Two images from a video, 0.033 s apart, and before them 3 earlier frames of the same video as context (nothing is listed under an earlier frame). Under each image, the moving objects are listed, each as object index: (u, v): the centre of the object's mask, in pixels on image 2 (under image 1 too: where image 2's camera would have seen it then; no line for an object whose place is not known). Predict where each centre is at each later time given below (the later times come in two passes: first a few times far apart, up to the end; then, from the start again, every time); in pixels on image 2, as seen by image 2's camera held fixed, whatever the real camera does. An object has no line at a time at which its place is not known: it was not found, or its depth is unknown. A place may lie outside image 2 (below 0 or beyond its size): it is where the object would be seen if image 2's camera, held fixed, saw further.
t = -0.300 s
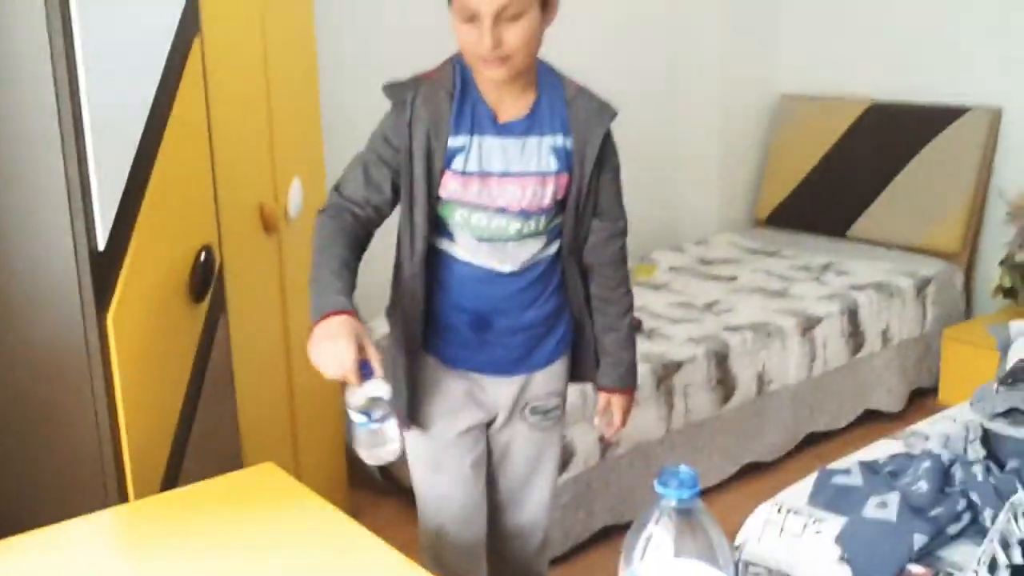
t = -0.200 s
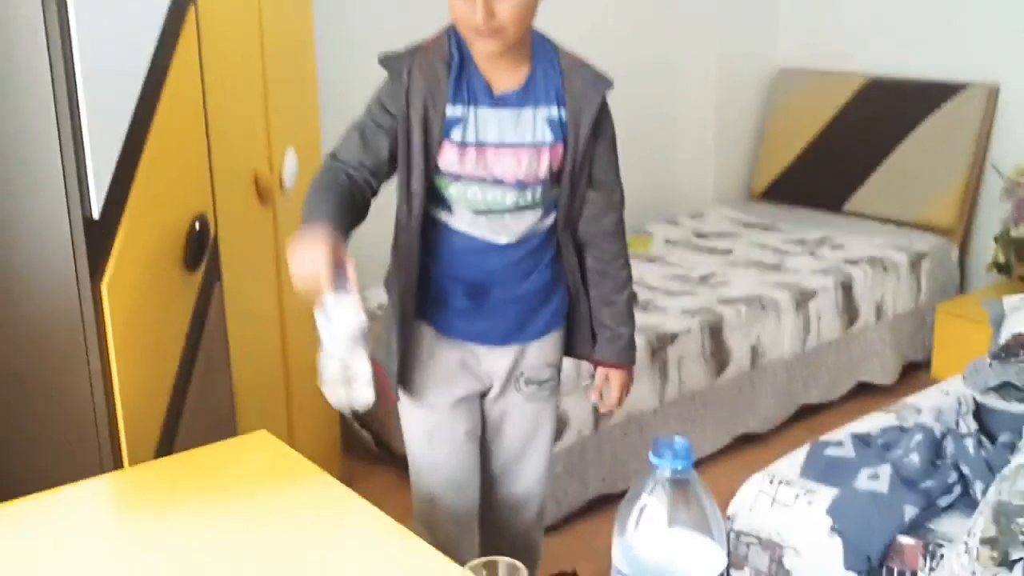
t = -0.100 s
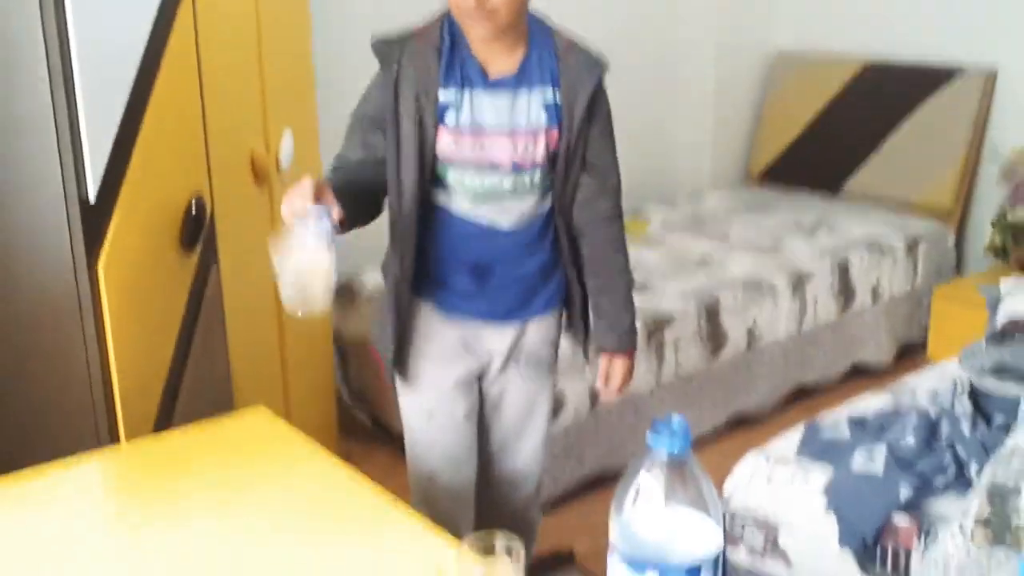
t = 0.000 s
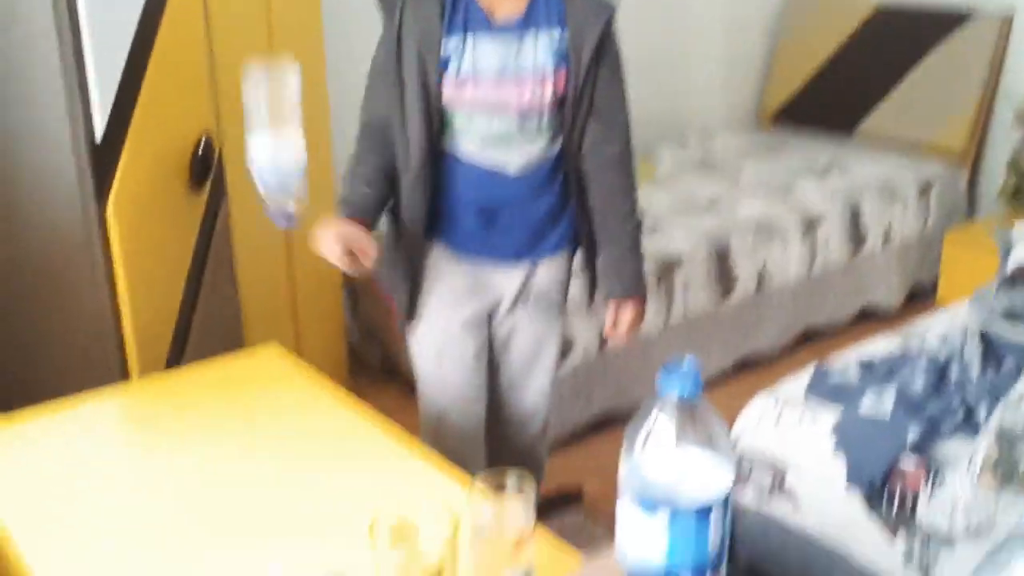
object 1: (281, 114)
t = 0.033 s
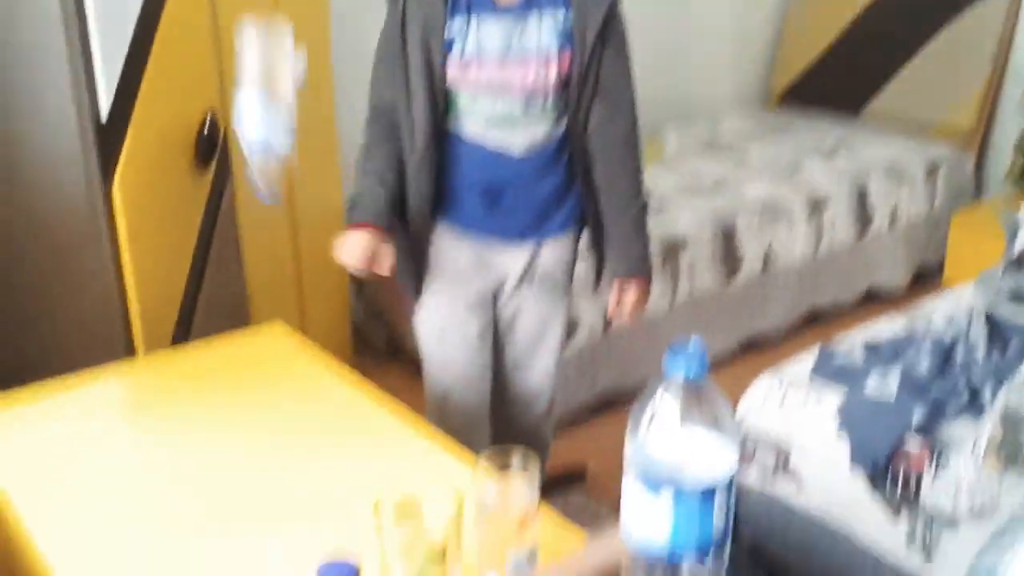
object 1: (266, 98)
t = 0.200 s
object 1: (209, 141)
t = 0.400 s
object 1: (178, 483)
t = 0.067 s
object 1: (250, 96)
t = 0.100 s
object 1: (237, 102)
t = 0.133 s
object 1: (225, 104)
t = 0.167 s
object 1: (217, 111)
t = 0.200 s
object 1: (209, 141)
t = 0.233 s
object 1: (202, 187)
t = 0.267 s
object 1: (197, 243)
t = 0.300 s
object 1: (192, 300)
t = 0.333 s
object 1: (190, 377)
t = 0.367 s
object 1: (183, 464)
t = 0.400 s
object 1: (178, 483)
